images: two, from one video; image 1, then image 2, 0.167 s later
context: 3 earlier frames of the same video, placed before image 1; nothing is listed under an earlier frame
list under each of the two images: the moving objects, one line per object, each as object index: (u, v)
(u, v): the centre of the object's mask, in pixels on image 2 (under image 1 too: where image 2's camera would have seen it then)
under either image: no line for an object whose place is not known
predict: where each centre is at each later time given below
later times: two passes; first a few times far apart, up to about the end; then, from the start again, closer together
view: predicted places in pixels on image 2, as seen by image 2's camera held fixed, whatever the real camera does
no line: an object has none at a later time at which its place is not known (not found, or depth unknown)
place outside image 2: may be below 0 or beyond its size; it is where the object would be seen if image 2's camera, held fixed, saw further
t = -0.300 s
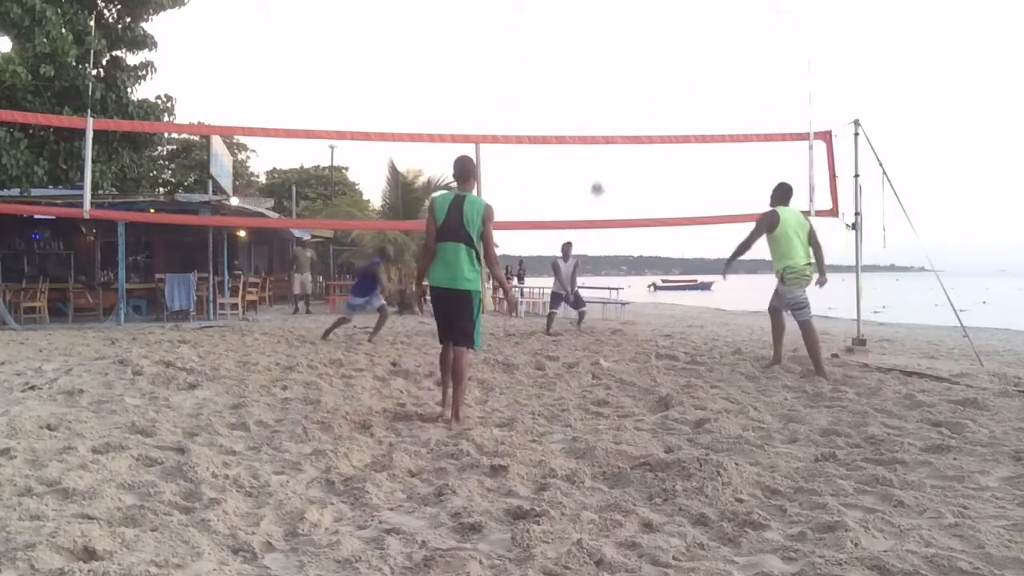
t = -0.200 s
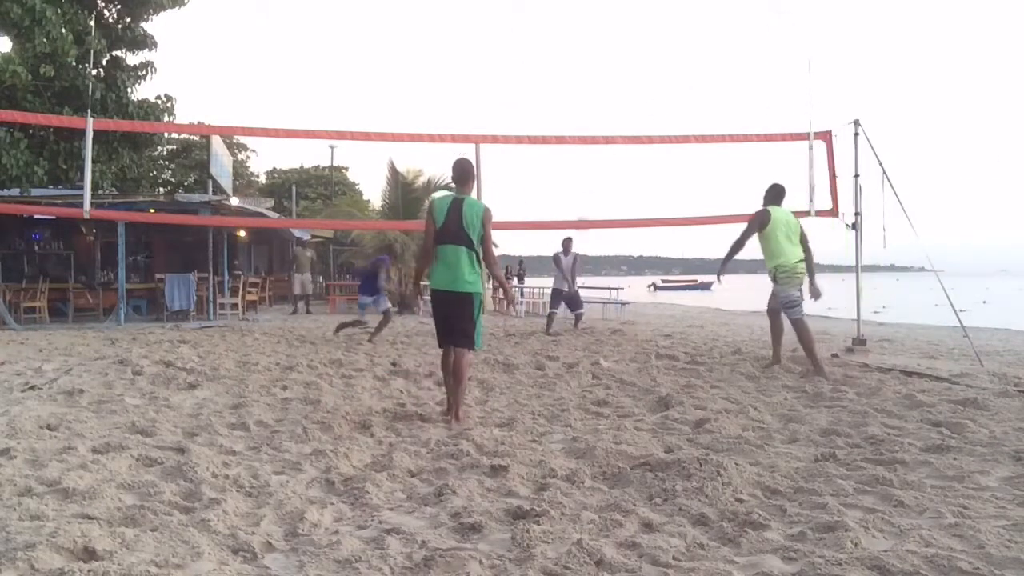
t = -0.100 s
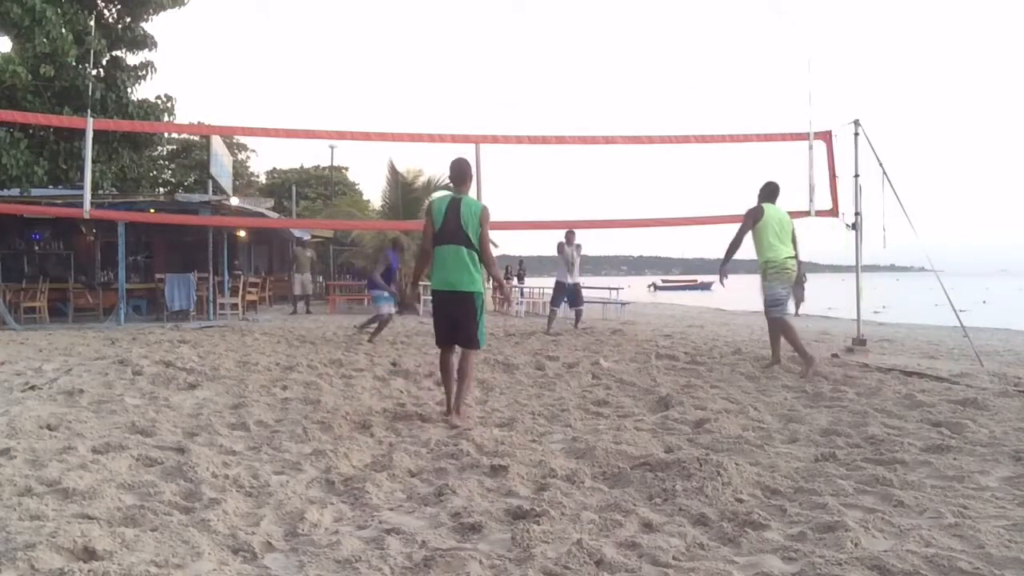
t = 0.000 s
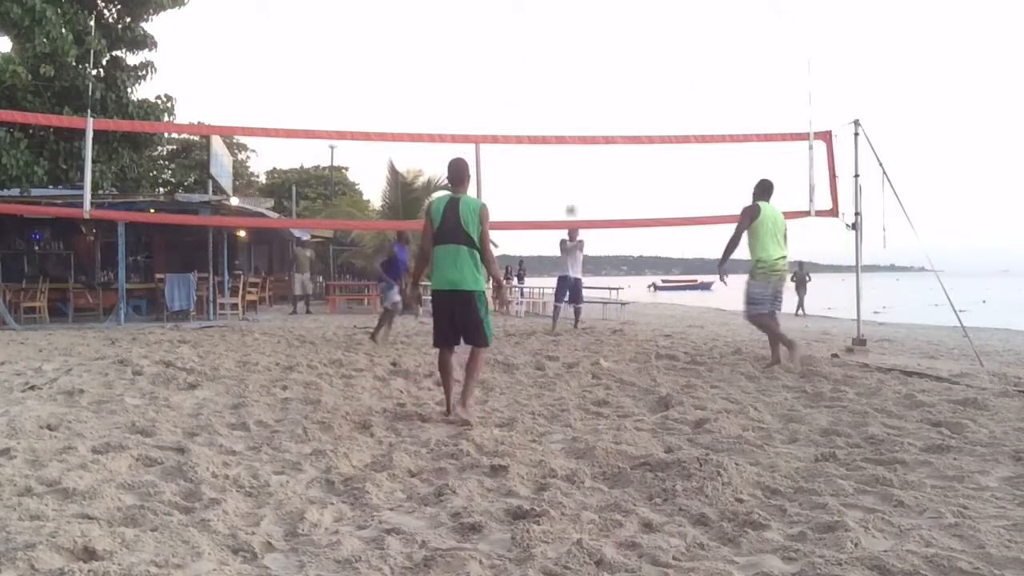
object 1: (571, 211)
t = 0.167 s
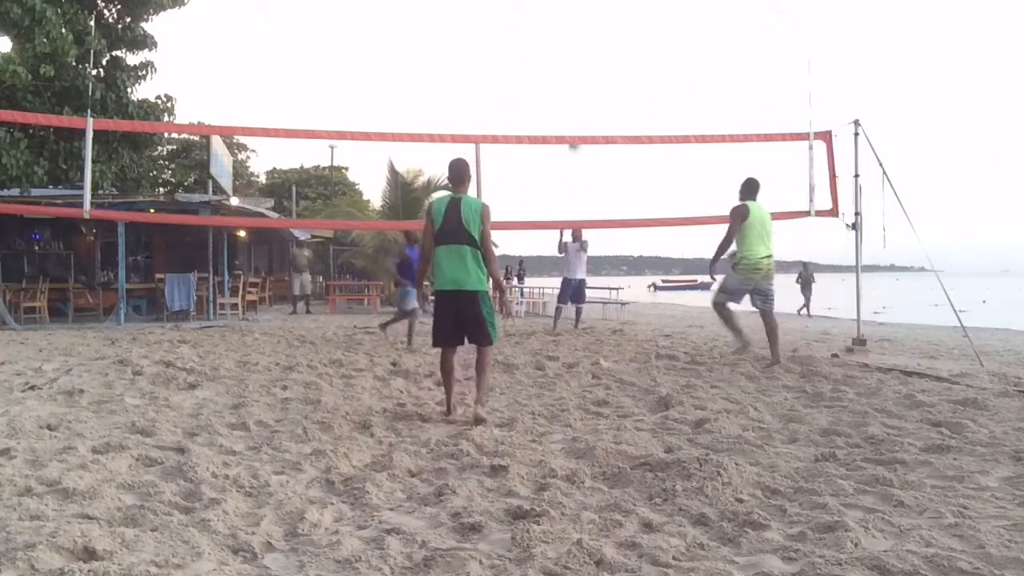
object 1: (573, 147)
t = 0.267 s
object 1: (575, 114)
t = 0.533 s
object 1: (580, 59)
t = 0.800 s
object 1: (586, 51)
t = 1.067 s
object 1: (592, 93)
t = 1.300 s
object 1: (599, 177)
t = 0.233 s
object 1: (575, 124)
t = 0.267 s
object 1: (575, 114)
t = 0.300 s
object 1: (576, 105)
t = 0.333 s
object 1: (576, 96)
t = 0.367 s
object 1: (577, 88)
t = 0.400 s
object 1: (577, 81)
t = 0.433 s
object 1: (578, 75)
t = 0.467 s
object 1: (579, 69)
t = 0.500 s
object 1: (580, 63)
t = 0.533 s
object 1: (580, 59)
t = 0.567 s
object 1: (581, 56)
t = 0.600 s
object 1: (581, 52)
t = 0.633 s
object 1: (582, 50)
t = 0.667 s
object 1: (583, 48)
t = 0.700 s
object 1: (584, 48)
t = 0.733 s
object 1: (585, 48)
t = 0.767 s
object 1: (585, 49)
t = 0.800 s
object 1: (586, 51)
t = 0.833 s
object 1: (587, 53)
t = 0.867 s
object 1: (588, 56)
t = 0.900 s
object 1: (589, 60)
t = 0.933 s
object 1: (589, 65)
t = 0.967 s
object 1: (590, 71)
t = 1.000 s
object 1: (591, 77)
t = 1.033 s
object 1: (592, 85)
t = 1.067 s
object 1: (592, 93)
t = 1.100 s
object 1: (593, 103)
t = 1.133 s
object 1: (594, 112)
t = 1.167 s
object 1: (595, 123)
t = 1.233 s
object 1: (597, 150)
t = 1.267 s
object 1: (598, 163)
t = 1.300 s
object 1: (599, 177)
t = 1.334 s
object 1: (599, 192)
